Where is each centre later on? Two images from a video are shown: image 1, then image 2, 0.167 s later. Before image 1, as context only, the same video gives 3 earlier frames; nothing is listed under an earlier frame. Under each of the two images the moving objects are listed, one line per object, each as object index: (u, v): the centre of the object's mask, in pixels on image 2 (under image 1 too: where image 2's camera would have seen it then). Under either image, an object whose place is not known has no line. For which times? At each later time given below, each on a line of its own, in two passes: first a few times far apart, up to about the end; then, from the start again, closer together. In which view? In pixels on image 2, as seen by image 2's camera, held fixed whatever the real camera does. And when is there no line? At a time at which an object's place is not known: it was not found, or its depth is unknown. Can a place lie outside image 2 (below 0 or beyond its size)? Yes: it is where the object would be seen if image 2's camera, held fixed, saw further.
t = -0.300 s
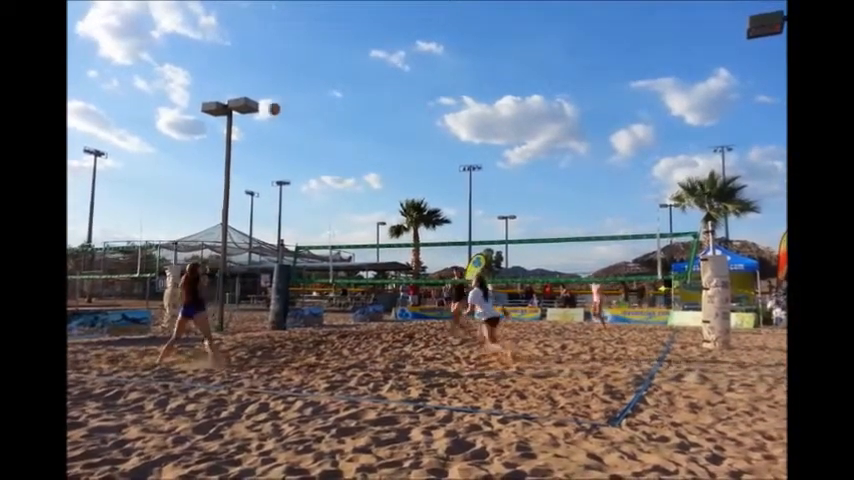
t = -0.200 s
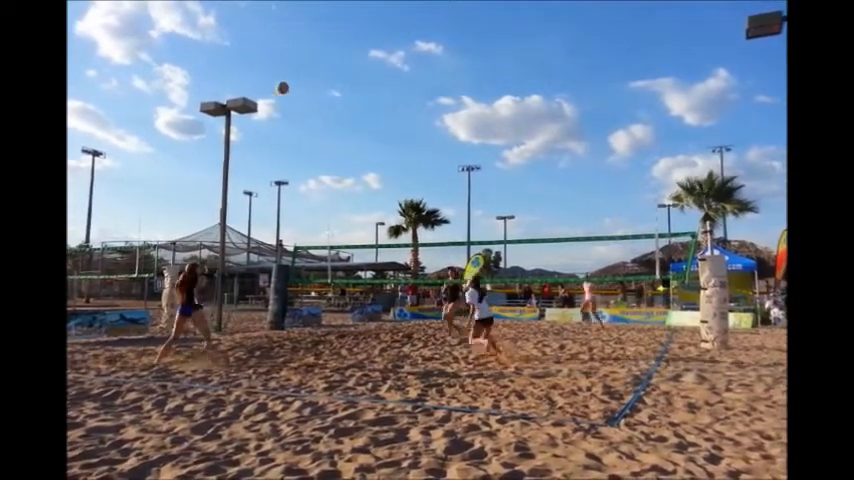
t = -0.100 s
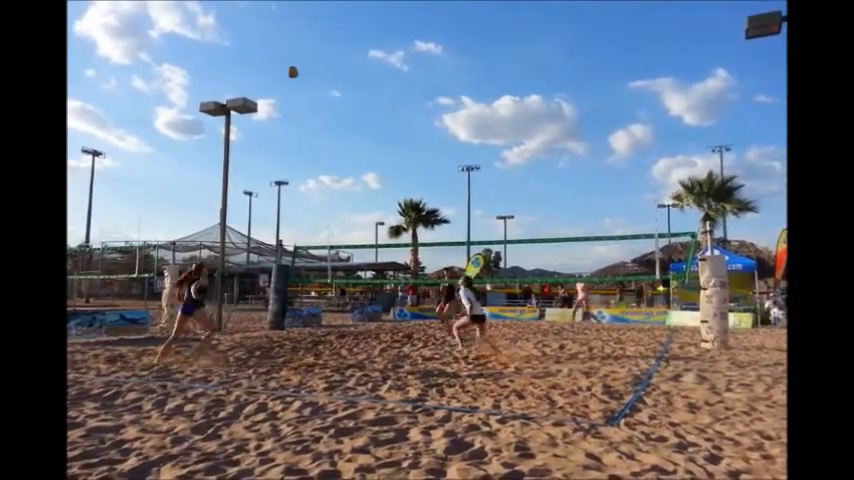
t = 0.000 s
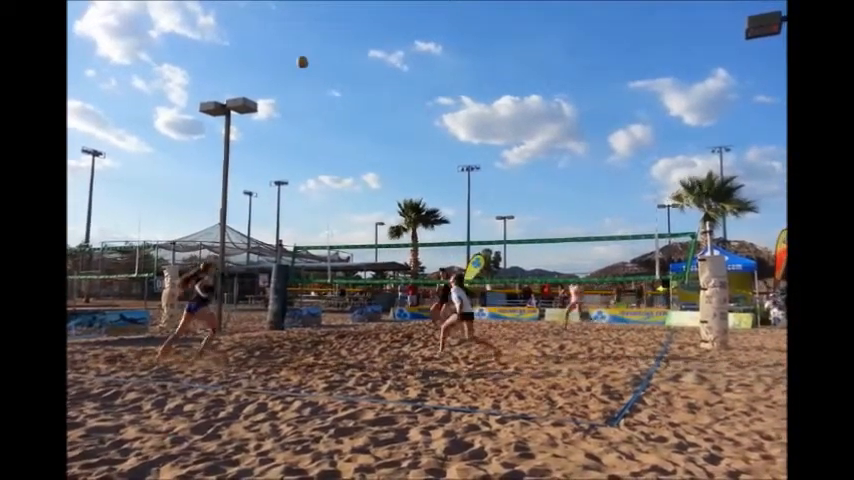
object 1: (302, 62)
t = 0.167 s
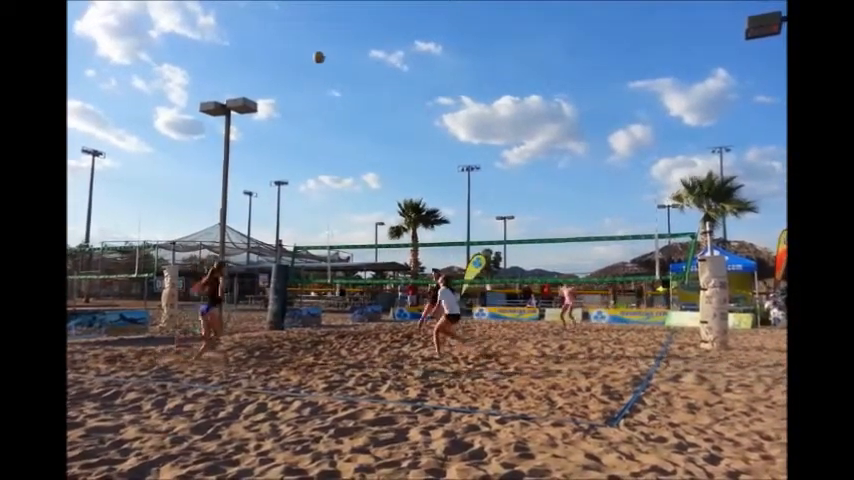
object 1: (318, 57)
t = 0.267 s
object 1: (328, 61)
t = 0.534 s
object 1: (354, 93)
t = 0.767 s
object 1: (376, 146)
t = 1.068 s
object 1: (404, 247)
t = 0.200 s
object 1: (321, 58)
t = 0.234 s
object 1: (325, 59)
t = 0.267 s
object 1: (328, 61)
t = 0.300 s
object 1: (331, 63)
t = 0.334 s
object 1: (335, 66)
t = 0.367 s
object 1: (338, 69)
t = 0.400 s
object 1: (341, 73)
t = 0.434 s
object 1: (344, 77)
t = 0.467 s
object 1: (347, 82)
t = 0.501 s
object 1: (350, 87)
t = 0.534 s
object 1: (354, 93)
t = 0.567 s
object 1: (357, 100)
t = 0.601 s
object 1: (360, 106)
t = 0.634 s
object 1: (364, 113)
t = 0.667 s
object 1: (367, 121)
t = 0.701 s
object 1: (370, 129)
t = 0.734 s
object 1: (373, 138)
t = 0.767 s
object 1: (376, 146)
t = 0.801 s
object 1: (380, 156)
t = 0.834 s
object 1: (383, 166)
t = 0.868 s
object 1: (387, 176)
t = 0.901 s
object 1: (389, 187)
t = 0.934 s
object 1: (392, 198)
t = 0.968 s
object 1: (396, 209)
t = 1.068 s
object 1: (404, 247)
